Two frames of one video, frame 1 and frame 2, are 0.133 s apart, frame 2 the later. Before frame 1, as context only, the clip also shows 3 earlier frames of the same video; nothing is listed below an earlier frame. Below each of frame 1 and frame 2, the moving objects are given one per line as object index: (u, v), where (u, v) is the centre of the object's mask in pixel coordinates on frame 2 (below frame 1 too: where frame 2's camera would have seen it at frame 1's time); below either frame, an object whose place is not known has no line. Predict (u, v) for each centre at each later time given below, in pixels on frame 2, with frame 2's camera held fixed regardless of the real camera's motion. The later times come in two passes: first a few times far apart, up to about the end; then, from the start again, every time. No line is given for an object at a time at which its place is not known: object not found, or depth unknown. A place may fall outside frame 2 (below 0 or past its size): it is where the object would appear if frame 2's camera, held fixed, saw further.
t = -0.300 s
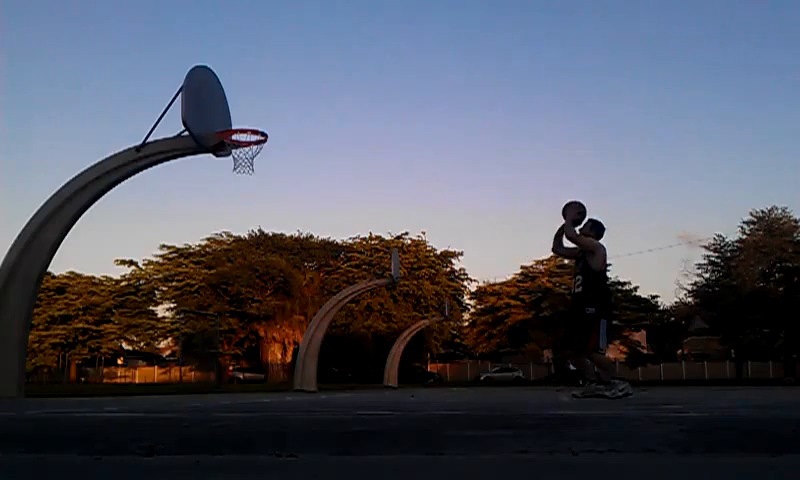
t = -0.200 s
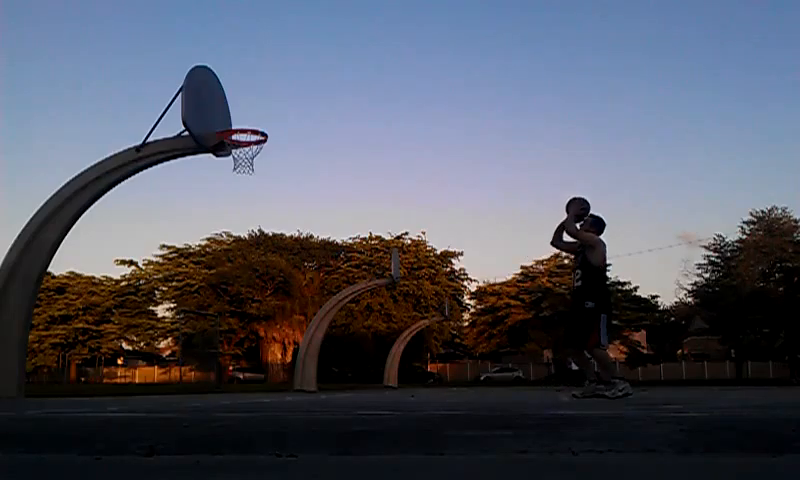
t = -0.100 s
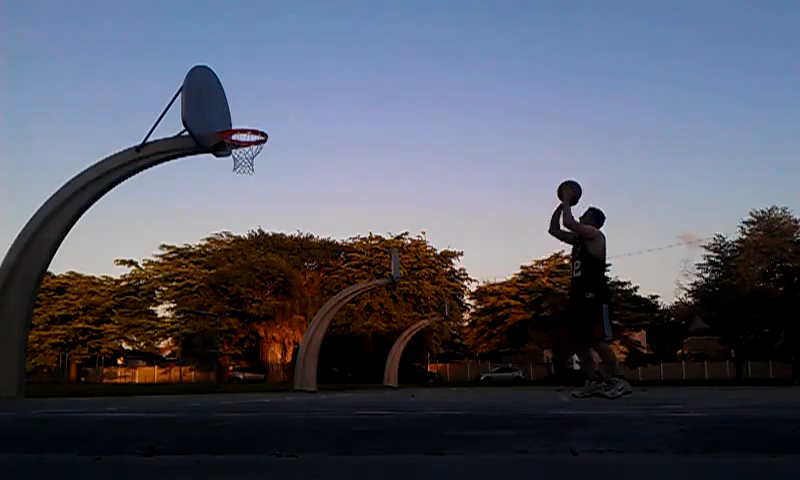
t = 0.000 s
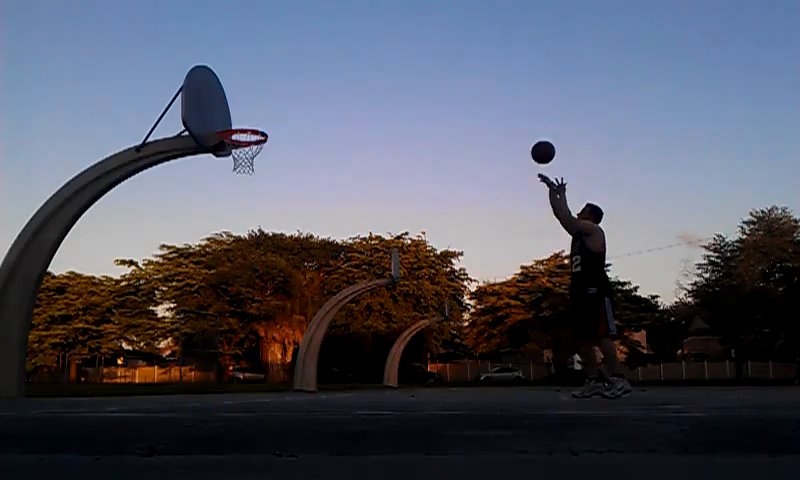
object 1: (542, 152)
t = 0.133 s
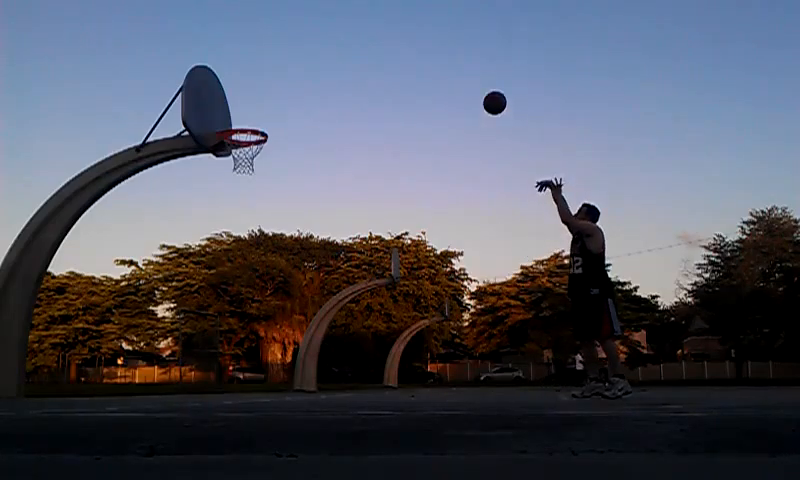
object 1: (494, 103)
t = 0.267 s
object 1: (448, 71)
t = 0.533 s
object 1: (358, 56)
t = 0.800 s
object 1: (273, 103)
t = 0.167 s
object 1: (483, 93)
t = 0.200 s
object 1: (471, 85)
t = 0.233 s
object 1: (459, 78)
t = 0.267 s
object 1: (448, 71)
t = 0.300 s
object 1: (437, 66)
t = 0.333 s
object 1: (425, 62)
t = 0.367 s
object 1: (414, 59)
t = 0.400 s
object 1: (403, 56)
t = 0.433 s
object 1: (392, 55)
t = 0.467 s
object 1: (381, 54)
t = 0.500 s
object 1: (369, 55)
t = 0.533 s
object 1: (358, 56)
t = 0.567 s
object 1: (348, 58)
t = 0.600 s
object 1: (337, 62)
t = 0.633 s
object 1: (326, 66)
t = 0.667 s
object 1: (316, 71)
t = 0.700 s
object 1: (305, 78)
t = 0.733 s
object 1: (294, 85)
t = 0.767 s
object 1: (283, 93)
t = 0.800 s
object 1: (273, 103)
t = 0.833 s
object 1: (262, 113)
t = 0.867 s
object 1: (251, 122)
